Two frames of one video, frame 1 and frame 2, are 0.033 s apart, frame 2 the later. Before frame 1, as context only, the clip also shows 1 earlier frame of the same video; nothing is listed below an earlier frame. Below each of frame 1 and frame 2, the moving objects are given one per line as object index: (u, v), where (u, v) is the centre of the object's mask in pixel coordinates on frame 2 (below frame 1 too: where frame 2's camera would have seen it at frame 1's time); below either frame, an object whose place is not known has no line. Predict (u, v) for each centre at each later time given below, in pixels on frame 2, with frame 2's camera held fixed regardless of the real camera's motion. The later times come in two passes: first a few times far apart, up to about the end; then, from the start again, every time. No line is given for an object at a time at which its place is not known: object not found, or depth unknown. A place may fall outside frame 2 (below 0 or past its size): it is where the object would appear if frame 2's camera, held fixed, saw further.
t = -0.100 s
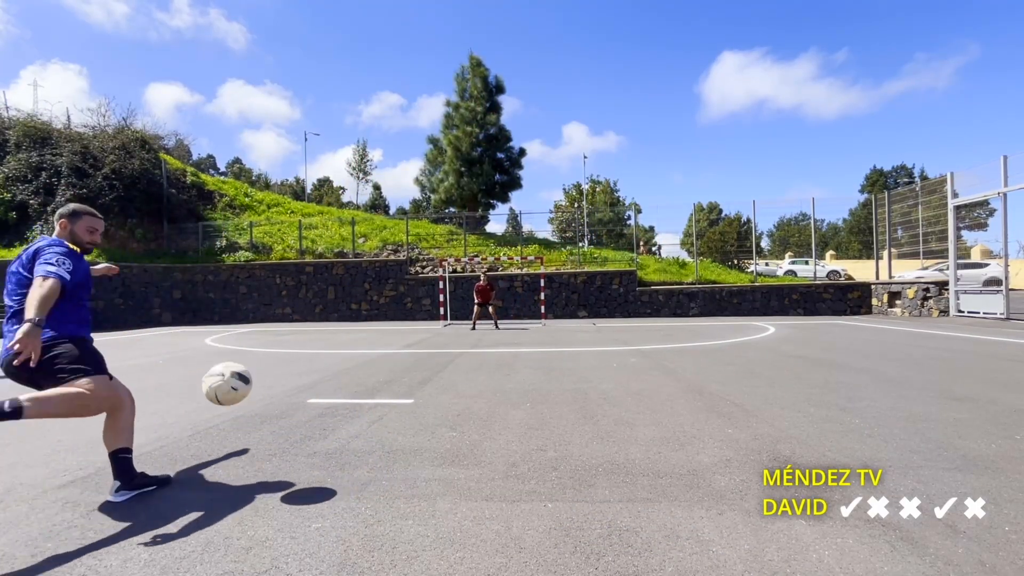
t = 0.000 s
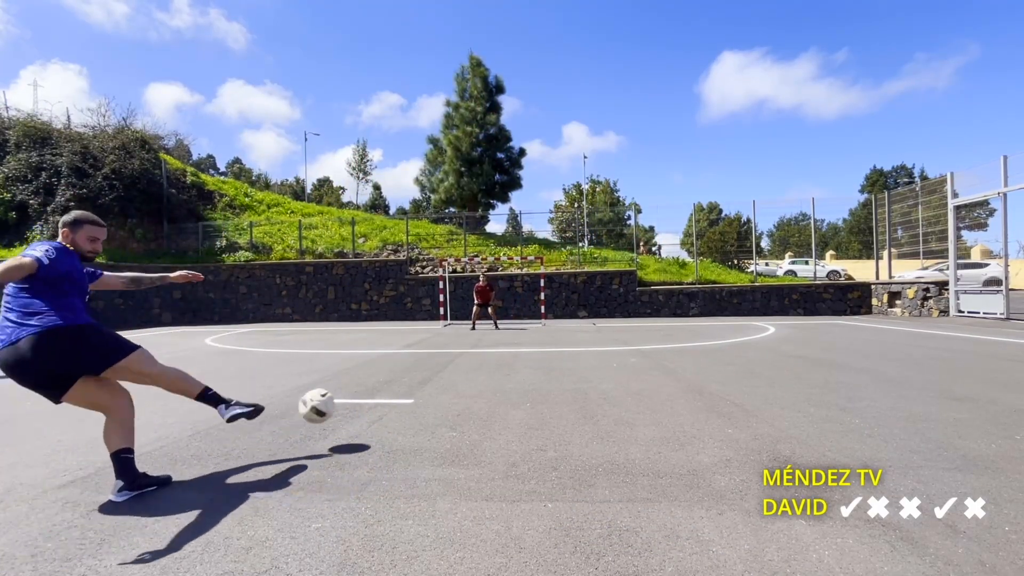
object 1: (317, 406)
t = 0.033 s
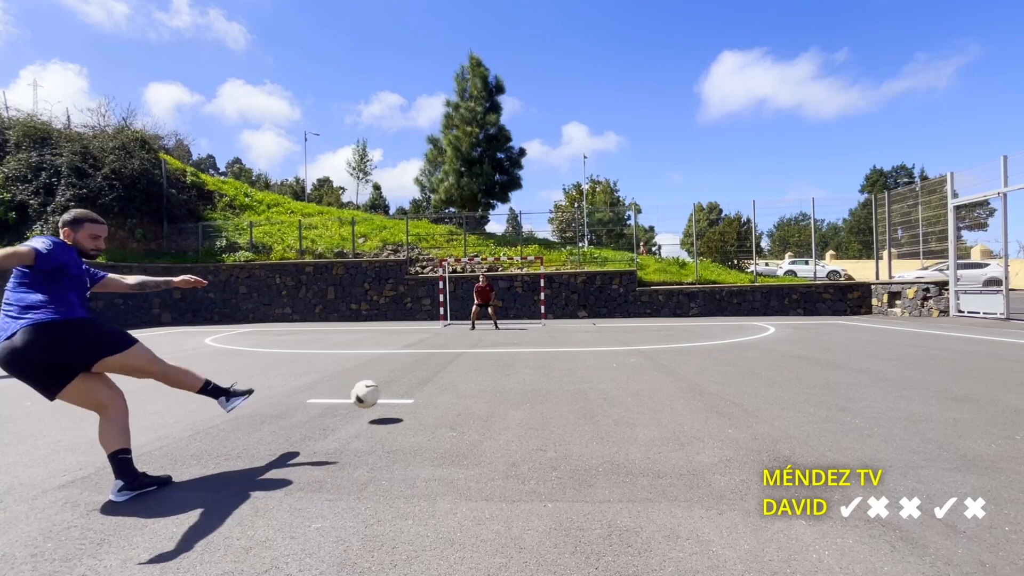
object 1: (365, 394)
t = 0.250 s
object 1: (479, 336)
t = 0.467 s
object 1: (517, 333)
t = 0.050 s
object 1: (383, 390)
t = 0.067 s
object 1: (398, 387)
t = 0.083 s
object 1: (412, 385)
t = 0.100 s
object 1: (422, 377)
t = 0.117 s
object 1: (431, 369)
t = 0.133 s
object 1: (439, 362)
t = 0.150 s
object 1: (446, 357)
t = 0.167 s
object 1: (452, 352)
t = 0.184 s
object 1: (459, 348)
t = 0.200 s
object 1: (464, 344)
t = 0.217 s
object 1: (469, 341)
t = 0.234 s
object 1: (474, 339)
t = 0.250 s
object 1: (479, 336)
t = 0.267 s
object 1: (482, 335)
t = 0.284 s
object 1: (486, 333)
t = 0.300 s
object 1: (490, 332)
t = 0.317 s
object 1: (493, 331)
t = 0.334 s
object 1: (497, 330)
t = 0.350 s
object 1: (500, 330)
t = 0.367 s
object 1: (503, 330)
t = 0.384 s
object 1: (505, 330)
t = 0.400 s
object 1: (508, 331)
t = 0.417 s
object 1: (511, 331)
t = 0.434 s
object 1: (513, 331)
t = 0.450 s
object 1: (515, 332)
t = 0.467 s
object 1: (517, 333)
